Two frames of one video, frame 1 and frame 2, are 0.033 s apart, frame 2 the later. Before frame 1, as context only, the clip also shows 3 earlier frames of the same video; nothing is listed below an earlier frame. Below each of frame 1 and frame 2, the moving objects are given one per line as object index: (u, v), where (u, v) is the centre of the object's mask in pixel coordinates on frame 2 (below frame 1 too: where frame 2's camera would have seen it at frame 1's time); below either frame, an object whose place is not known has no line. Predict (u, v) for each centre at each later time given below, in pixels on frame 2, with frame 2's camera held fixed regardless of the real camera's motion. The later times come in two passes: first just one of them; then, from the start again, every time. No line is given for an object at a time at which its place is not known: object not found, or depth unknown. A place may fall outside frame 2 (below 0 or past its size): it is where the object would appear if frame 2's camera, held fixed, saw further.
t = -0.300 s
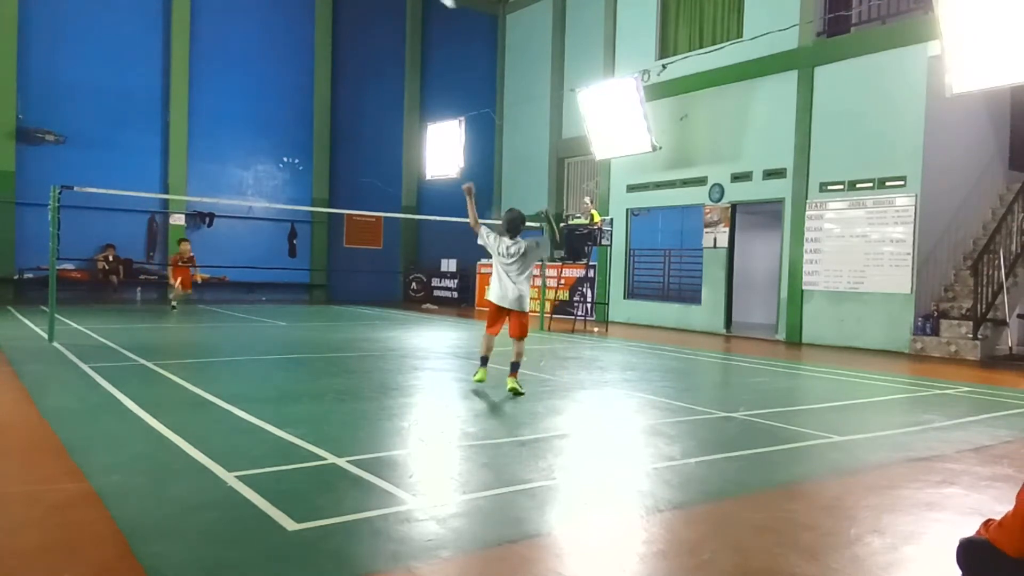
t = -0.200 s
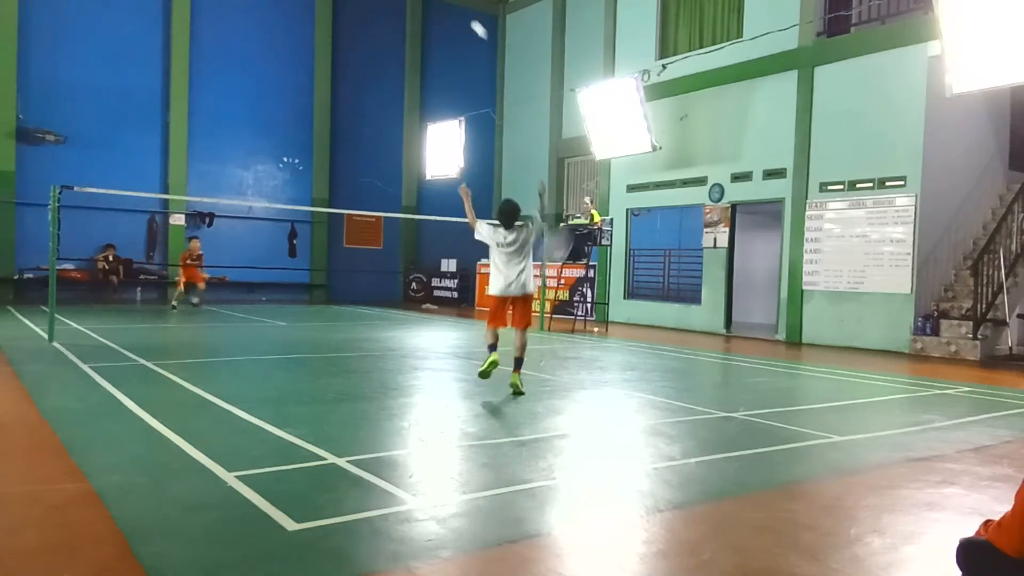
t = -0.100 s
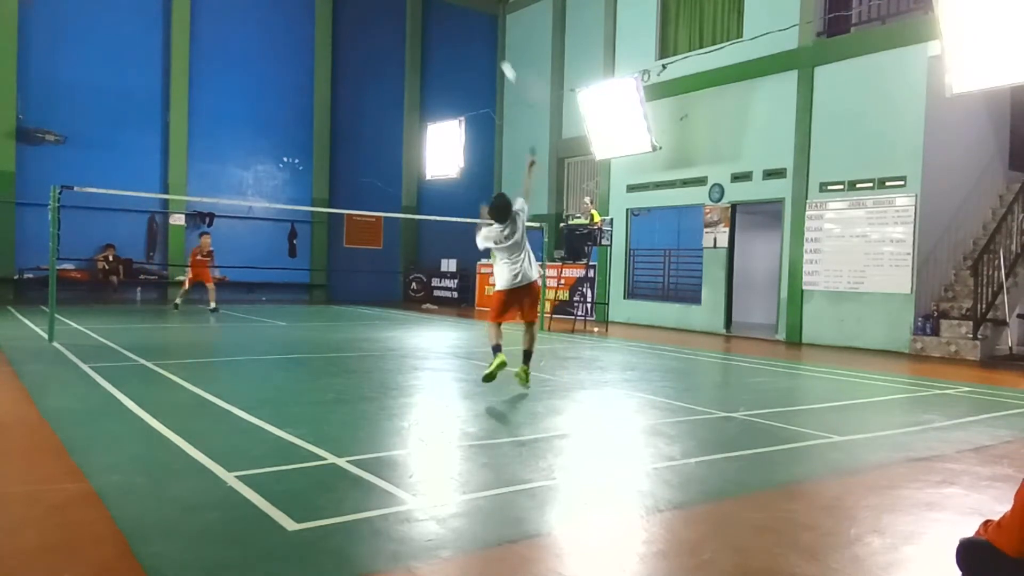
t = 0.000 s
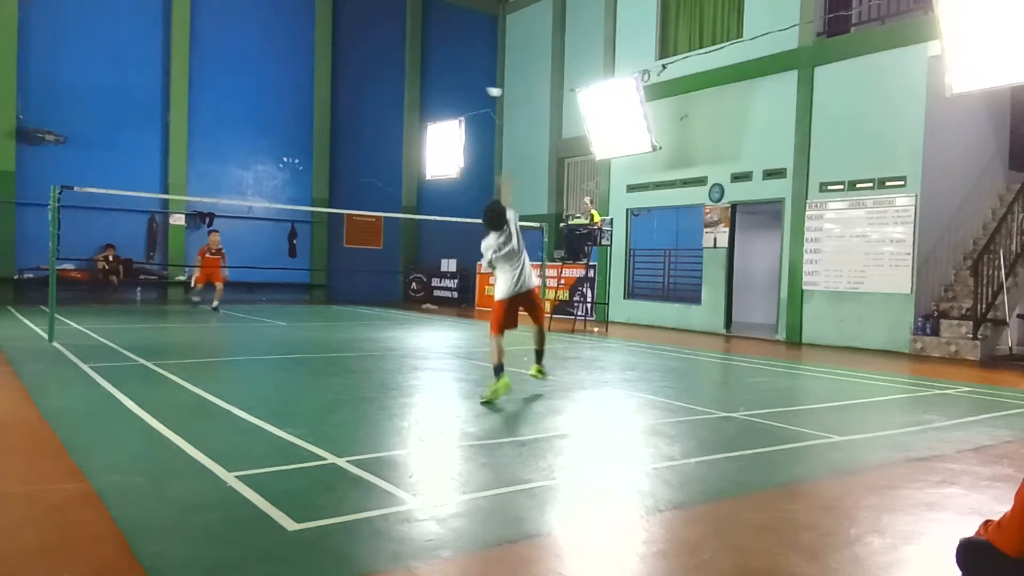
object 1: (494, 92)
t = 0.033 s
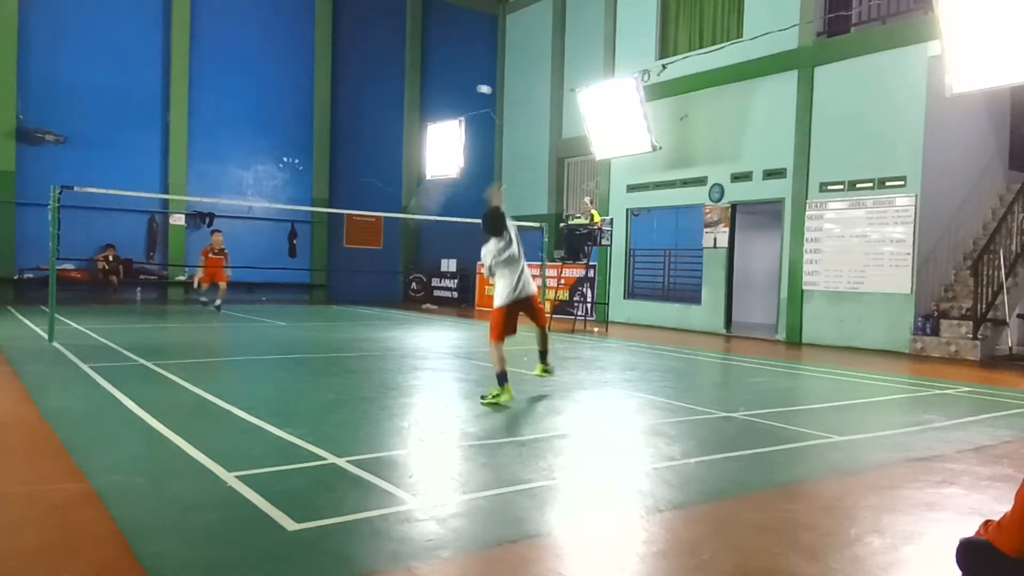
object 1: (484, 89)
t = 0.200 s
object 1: (451, 108)
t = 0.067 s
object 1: (474, 91)
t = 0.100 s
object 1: (466, 94)
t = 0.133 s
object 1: (460, 98)
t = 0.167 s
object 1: (455, 103)
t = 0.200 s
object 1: (451, 108)
